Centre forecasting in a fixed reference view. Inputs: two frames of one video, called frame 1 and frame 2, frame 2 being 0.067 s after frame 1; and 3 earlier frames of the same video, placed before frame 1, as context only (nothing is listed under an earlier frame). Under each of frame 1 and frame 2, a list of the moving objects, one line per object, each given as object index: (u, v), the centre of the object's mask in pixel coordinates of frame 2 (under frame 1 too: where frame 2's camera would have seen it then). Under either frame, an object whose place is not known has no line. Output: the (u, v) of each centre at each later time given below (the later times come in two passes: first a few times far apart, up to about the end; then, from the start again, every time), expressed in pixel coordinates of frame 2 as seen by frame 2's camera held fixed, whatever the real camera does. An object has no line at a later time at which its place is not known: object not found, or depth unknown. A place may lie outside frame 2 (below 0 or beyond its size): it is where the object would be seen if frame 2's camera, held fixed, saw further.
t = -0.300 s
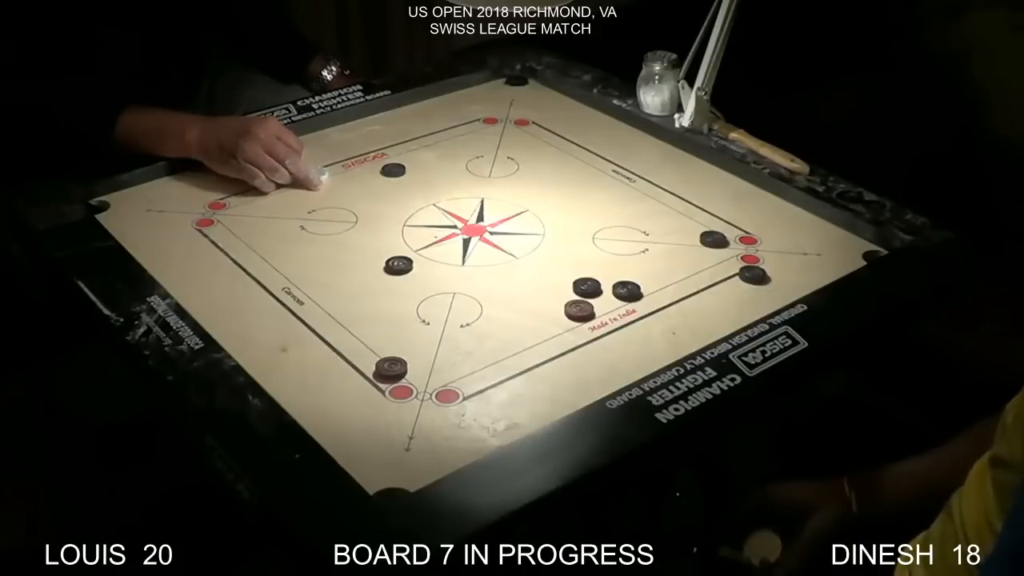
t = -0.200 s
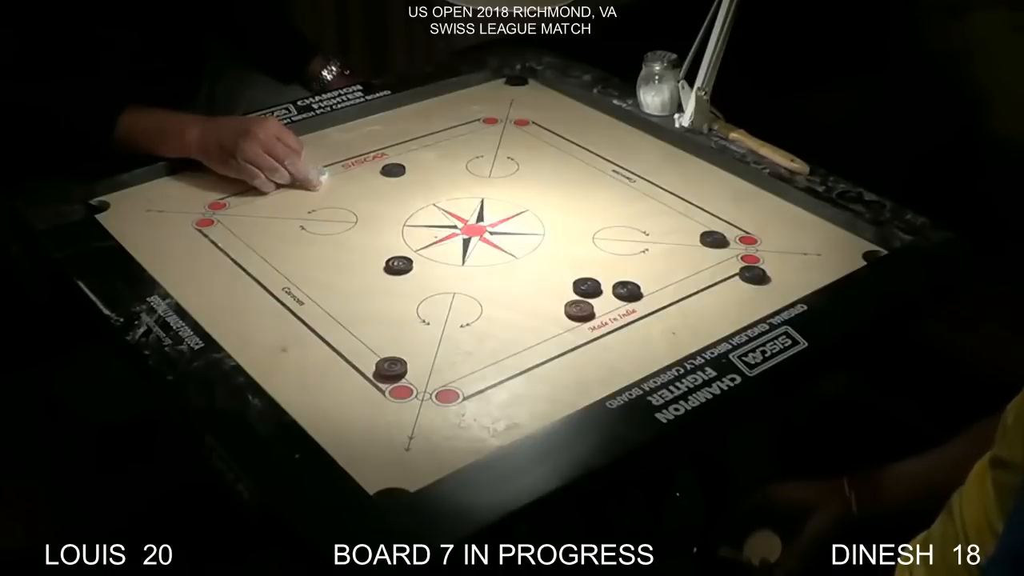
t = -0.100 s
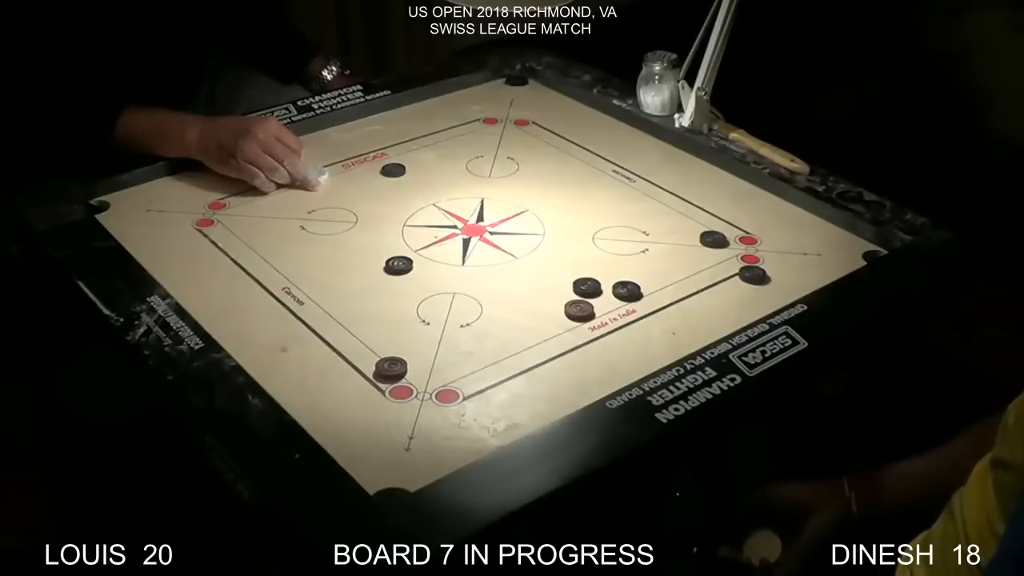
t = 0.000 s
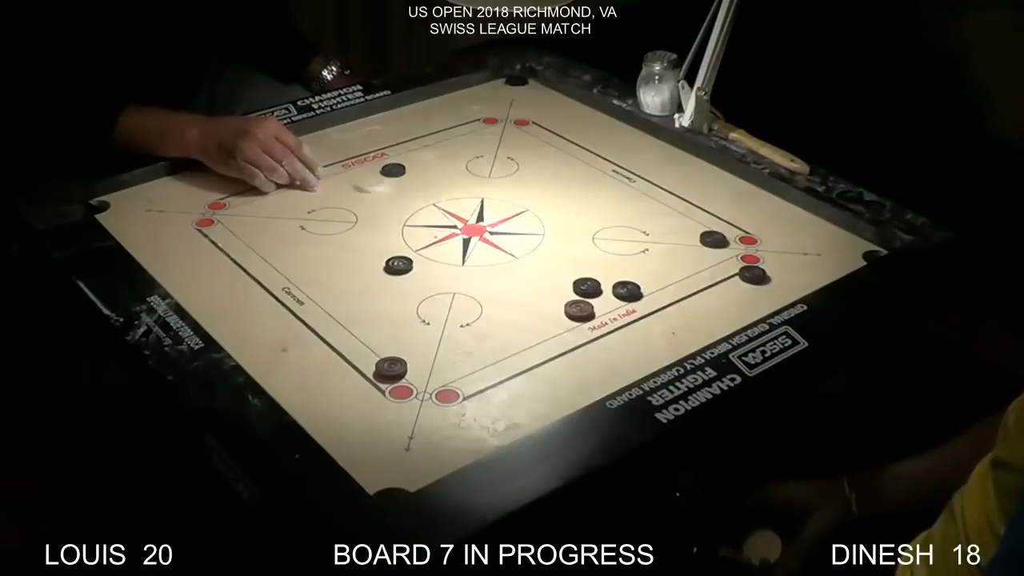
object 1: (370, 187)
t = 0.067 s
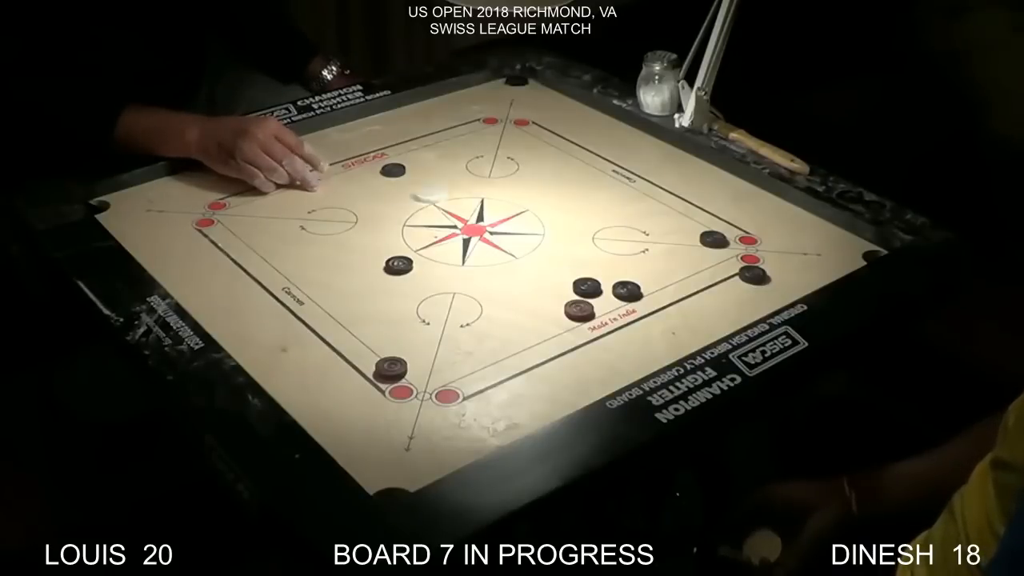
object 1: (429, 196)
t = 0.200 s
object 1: (540, 213)
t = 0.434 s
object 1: (696, 241)
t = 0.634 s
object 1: (740, 252)
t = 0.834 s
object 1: (752, 255)
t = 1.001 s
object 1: (753, 255)
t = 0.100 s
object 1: (456, 198)
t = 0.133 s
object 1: (485, 203)
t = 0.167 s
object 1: (512, 208)
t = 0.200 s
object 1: (540, 213)
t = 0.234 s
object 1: (568, 217)
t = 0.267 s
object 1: (591, 221)
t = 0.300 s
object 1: (616, 225)
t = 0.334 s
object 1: (641, 229)
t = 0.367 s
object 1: (662, 234)
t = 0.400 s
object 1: (685, 237)
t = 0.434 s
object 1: (696, 241)
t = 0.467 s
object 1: (705, 243)
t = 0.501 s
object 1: (714, 245)
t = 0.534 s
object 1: (722, 247)
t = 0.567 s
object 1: (728, 249)
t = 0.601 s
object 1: (735, 251)
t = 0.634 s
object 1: (740, 252)
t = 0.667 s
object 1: (744, 253)
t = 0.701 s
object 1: (747, 253)
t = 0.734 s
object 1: (749, 254)
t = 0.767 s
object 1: (751, 255)
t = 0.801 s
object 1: (752, 255)
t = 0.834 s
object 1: (752, 255)
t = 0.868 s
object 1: (752, 255)
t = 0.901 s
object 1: (752, 255)
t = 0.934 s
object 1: (753, 255)
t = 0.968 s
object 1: (753, 255)
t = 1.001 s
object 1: (753, 255)
